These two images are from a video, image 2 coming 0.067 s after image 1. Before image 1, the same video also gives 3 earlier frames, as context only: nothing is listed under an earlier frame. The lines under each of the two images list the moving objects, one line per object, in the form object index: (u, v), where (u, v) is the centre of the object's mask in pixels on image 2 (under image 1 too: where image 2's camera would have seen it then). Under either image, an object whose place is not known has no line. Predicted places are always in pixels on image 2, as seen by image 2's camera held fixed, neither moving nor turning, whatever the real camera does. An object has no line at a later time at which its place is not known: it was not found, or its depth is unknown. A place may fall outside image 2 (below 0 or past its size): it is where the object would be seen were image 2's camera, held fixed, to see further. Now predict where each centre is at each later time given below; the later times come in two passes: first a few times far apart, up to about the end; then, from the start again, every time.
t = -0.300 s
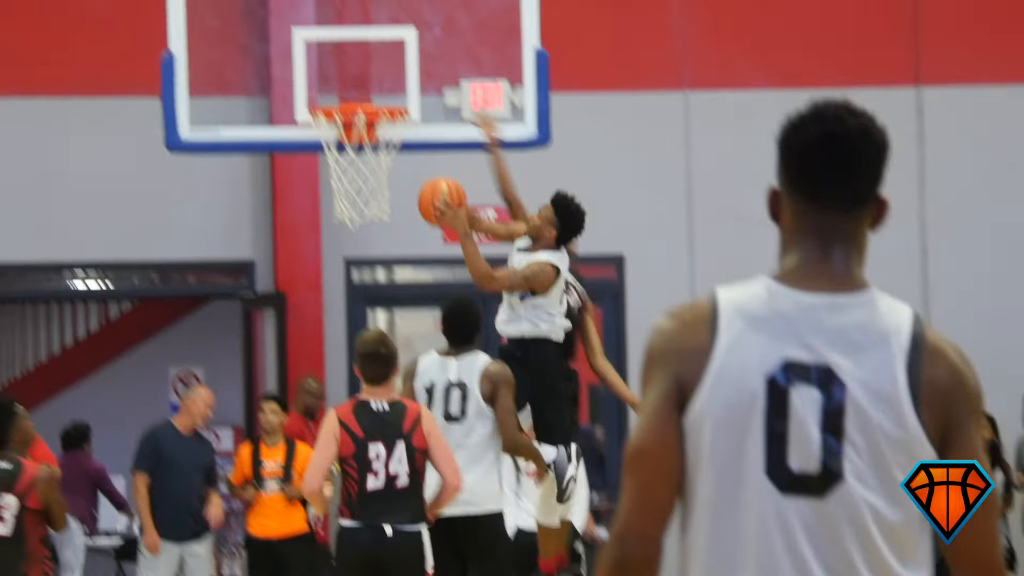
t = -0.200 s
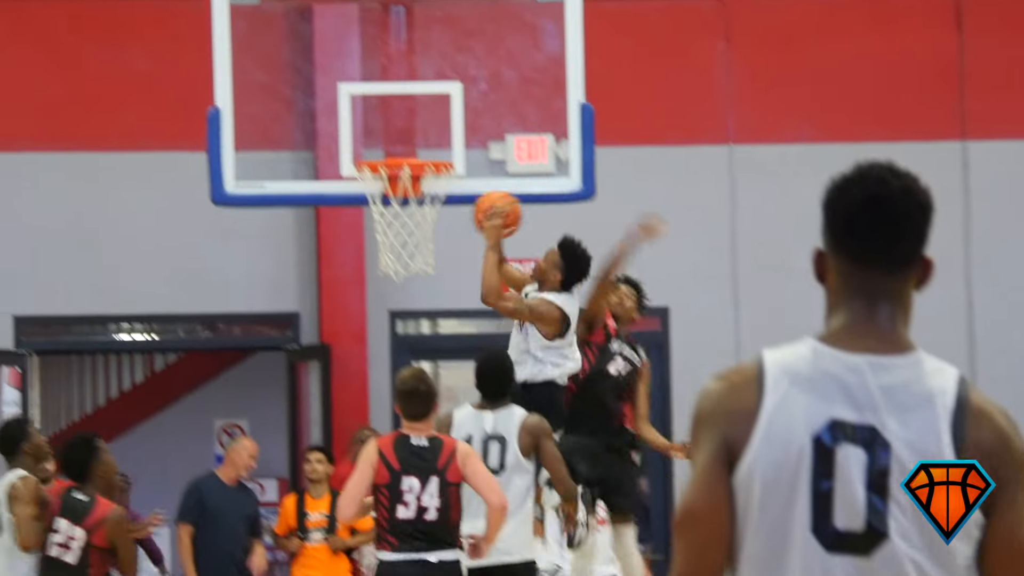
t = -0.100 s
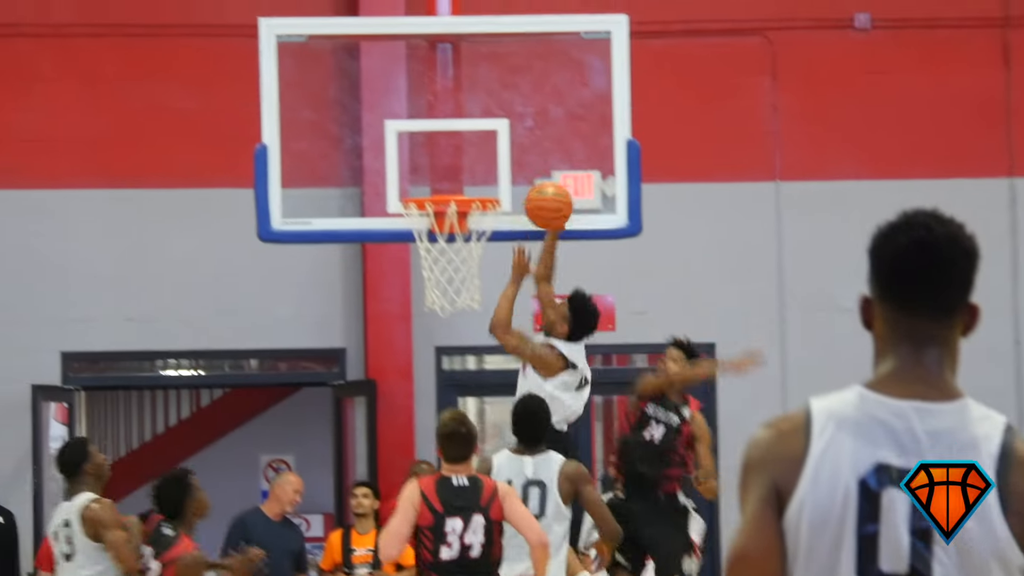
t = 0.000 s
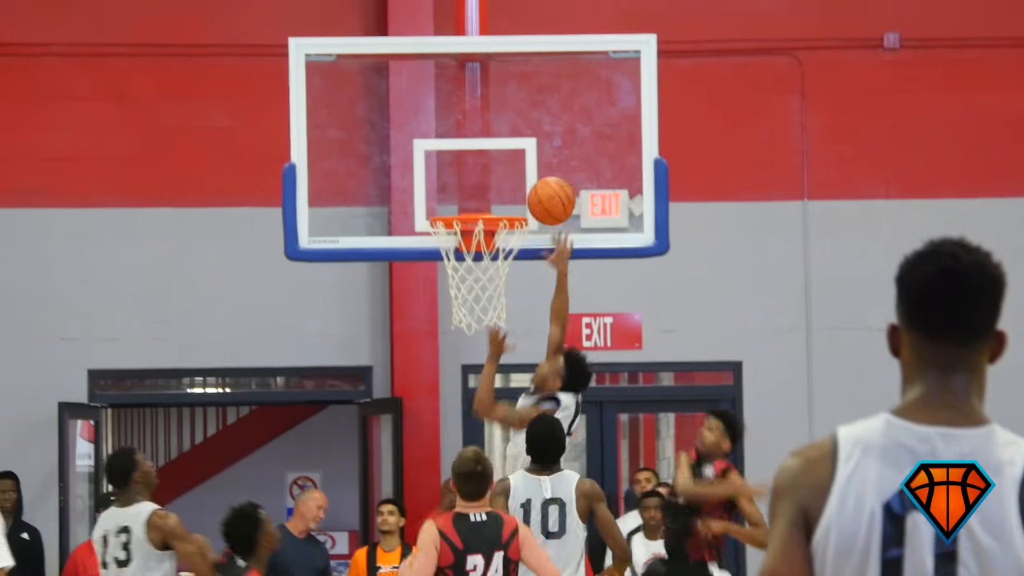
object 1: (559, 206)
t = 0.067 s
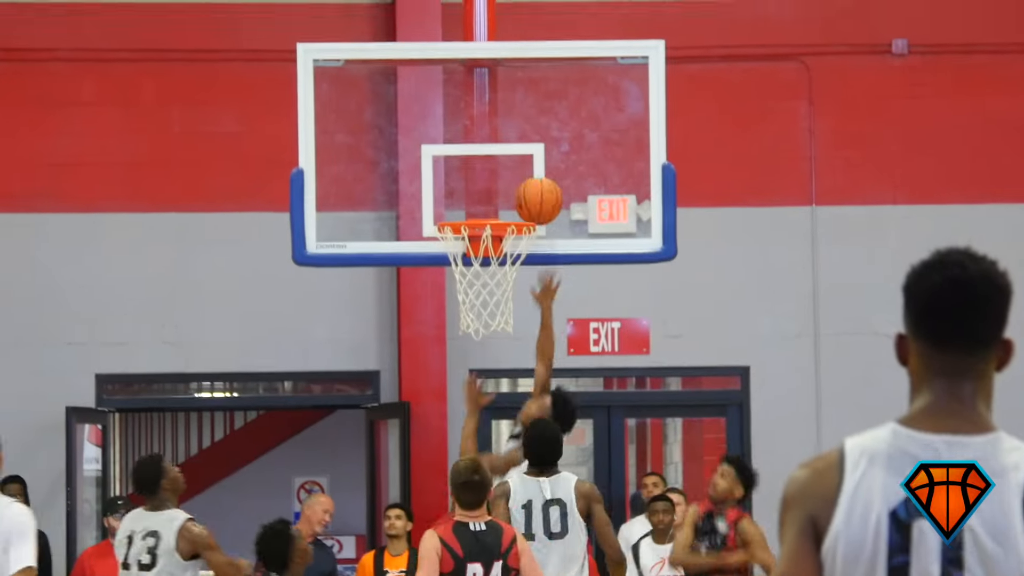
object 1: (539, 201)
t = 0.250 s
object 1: (524, 200)
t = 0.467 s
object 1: (550, 217)
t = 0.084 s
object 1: (534, 201)
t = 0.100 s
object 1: (529, 201)
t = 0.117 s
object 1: (523, 202)
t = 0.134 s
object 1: (520, 203)
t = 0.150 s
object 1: (518, 202)
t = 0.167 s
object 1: (517, 202)
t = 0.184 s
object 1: (519, 201)
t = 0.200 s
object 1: (520, 200)
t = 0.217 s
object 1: (521, 200)
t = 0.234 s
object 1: (522, 199)
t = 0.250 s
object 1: (524, 200)
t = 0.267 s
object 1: (526, 200)
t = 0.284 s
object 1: (527, 201)
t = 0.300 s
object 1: (528, 202)
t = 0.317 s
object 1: (530, 203)
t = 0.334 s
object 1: (532, 203)
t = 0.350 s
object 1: (534, 203)
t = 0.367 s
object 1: (536, 203)
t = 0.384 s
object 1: (539, 204)
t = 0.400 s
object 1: (541, 205)
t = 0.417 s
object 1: (544, 208)
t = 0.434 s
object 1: (546, 210)
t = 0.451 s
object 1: (548, 213)
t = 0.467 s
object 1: (550, 217)
